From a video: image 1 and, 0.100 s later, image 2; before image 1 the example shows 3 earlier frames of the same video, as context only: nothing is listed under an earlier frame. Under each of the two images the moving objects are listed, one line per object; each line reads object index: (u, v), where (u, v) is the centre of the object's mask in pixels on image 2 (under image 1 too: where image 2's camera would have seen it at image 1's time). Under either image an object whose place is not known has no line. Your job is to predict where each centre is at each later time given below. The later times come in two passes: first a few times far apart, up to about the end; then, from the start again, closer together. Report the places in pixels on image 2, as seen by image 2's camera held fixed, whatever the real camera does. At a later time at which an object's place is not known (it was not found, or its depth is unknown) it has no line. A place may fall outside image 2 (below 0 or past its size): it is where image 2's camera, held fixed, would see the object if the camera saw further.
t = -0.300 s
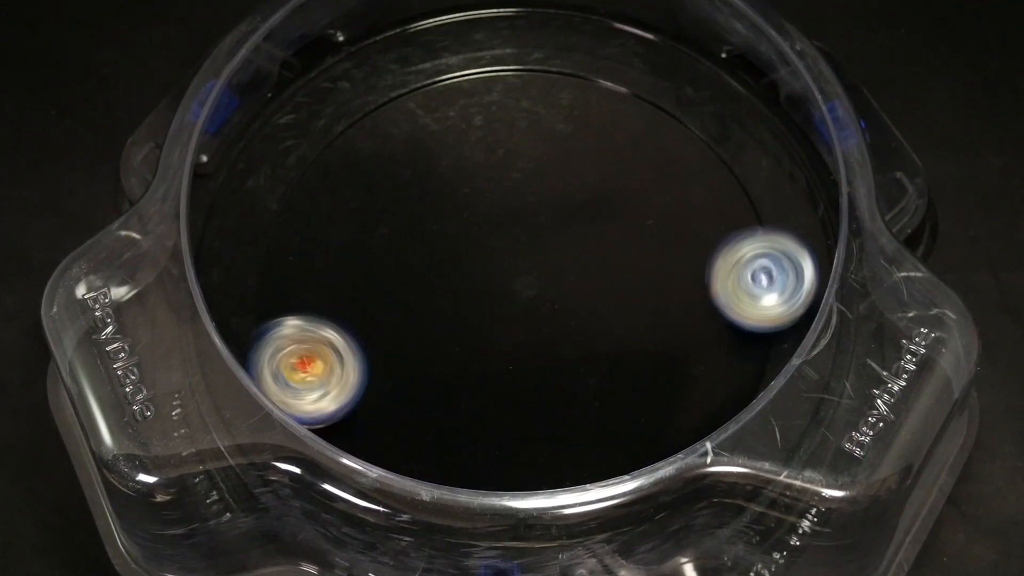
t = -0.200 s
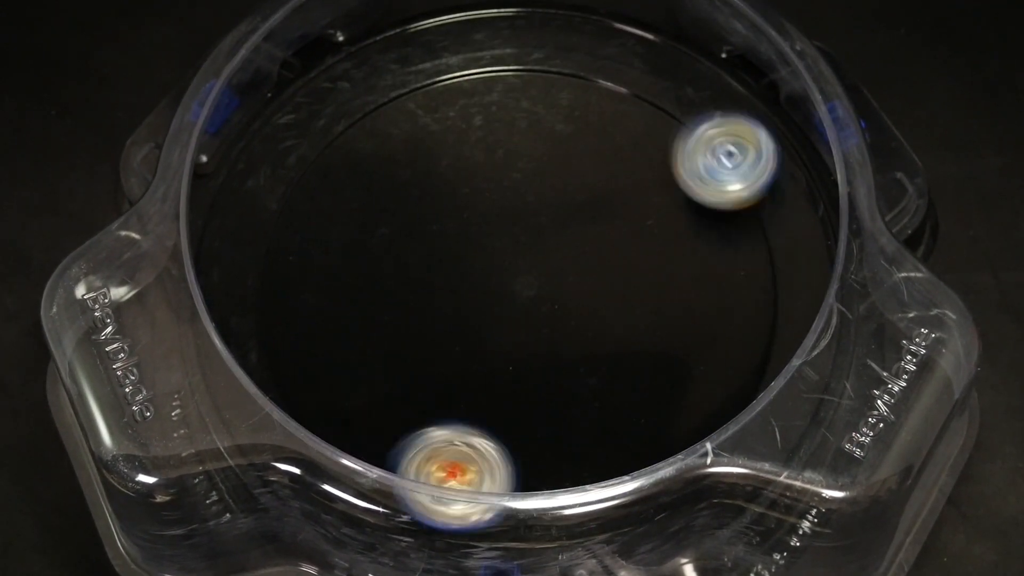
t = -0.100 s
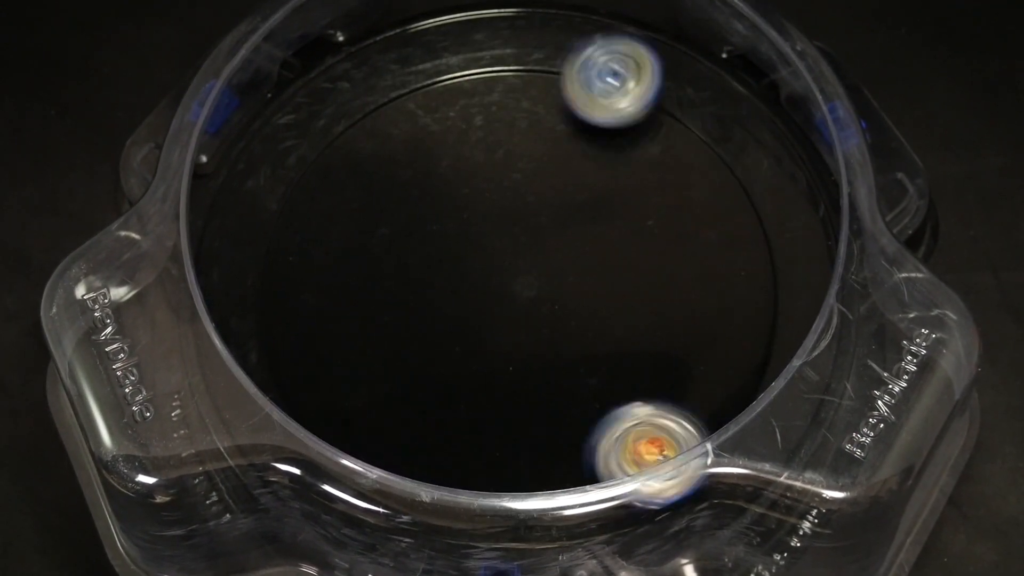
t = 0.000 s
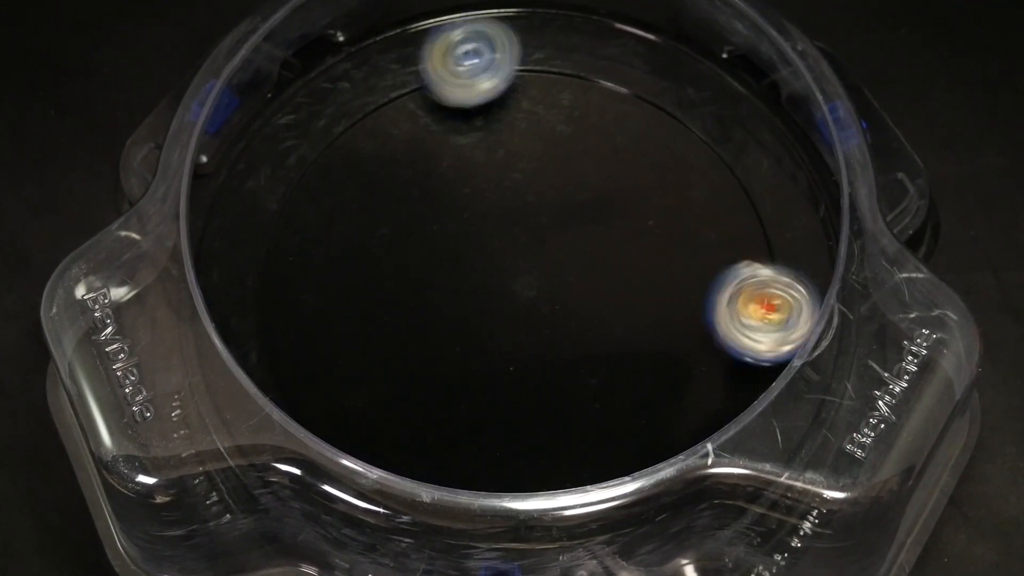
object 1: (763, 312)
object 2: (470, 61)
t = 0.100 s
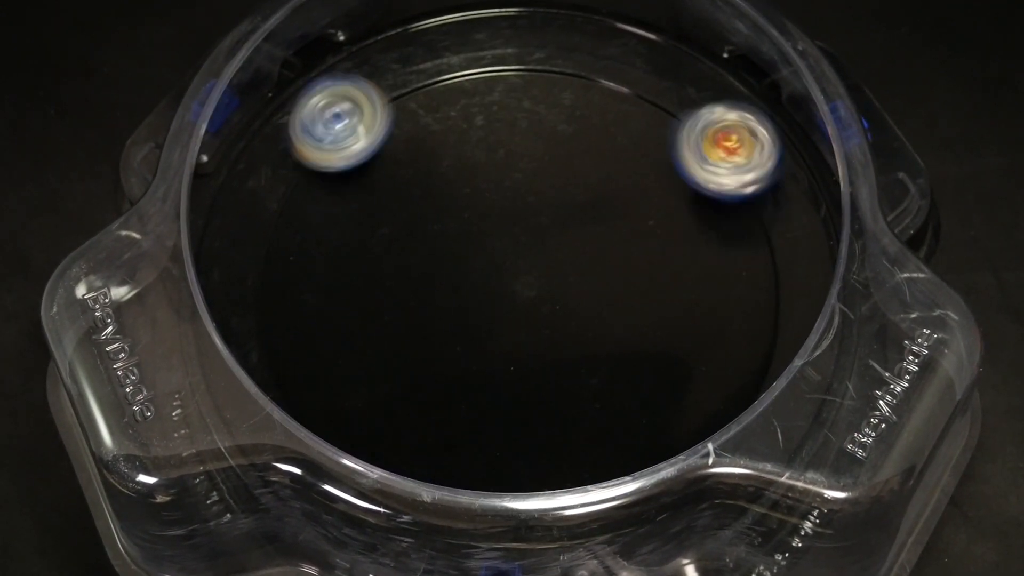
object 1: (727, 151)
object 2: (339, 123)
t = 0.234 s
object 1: (503, 58)
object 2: (265, 299)
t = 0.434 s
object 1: (292, 339)
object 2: (541, 490)
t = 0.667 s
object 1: (744, 392)
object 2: (751, 212)
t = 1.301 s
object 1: (265, 311)
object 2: (567, 486)
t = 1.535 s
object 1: (487, 528)
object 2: (755, 202)
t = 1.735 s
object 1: (755, 410)
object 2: (505, 54)
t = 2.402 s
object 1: (495, 348)
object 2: (769, 245)
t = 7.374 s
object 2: (290, 330)
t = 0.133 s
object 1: (687, 104)
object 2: (304, 157)
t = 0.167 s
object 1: (634, 70)
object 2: (279, 199)
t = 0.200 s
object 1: (572, 57)
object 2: (266, 247)
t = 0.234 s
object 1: (503, 58)
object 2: (265, 299)
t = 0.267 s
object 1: (435, 67)
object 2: (283, 349)
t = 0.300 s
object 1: (373, 98)
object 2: (311, 399)
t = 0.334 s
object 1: (325, 148)
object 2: (355, 442)
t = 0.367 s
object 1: (287, 203)
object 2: (412, 471)
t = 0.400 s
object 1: (271, 268)
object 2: (473, 491)
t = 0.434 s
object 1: (292, 339)
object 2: (541, 490)
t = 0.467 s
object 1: (336, 397)
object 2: (608, 474)
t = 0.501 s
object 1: (389, 448)
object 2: (661, 449)
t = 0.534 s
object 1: (463, 473)
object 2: (710, 409)
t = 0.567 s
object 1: (540, 463)
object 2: (737, 363)
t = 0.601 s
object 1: (620, 462)
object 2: (759, 314)
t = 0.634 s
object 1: (677, 421)
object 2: (764, 261)
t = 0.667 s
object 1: (744, 392)
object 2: (751, 212)
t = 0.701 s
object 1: (796, 348)
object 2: (731, 165)
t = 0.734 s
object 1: (837, 299)
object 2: (697, 126)
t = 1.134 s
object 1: (274, 131)
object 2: (291, 360)
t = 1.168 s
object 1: (266, 162)
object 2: (326, 412)
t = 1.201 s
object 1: (259, 197)
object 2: (375, 451)
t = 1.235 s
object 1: (255, 233)
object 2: (436, 479)
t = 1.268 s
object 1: (257, 272)
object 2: (501, 487)
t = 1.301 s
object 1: (265, 311)
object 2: (567, 486)
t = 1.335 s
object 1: (278, 349)
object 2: (629, 467)
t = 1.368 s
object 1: (296, 388)
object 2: (681, 436)
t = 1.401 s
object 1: (321, 427)
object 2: (722, 396)
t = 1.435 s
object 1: (354, 467)
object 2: (747, 349)
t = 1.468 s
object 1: (396, 491)
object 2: (764, 300)
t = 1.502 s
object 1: (442, 513)
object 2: (766, 250)
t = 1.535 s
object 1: (487, 528)
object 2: (755, 202)
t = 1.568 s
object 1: (540, 542)
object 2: (731, 159)
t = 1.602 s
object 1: (592, 525)
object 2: (699, 121)
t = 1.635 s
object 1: (641, 507)
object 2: (659, 91)
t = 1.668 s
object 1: (683, 481)
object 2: (611, 68)
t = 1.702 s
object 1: (723, 447)
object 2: (560, 56)
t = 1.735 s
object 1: (755, 410)
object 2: (505, 54)
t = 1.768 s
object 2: (448, 63)
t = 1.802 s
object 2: (397, 81)
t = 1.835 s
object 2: (349, 110)
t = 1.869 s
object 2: (311, 150)
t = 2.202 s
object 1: (435, 35)
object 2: (605, 469)
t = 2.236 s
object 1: (441, 70)
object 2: (657, 448)
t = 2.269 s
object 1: (446, 123)
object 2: (701, 415)
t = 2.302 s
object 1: (451, 179)
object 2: (739, 379)
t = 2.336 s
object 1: (461, 235)
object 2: (756, 336)
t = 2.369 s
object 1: (475, 294)
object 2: (770, 290)
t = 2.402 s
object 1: (495, 348)
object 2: (769, 245)
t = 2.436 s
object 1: (517, 396)
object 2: (754, 202)
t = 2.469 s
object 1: (540, 438)
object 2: (735, 160)
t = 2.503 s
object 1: (564, 471)
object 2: (706, 125)
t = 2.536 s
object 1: (591, 504)
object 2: (668, 94)
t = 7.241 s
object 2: (295, 199)
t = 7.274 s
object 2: (284, 229)
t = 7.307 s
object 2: (280, 262)
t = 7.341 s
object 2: (283, 295)
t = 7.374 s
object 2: (290, 330)
